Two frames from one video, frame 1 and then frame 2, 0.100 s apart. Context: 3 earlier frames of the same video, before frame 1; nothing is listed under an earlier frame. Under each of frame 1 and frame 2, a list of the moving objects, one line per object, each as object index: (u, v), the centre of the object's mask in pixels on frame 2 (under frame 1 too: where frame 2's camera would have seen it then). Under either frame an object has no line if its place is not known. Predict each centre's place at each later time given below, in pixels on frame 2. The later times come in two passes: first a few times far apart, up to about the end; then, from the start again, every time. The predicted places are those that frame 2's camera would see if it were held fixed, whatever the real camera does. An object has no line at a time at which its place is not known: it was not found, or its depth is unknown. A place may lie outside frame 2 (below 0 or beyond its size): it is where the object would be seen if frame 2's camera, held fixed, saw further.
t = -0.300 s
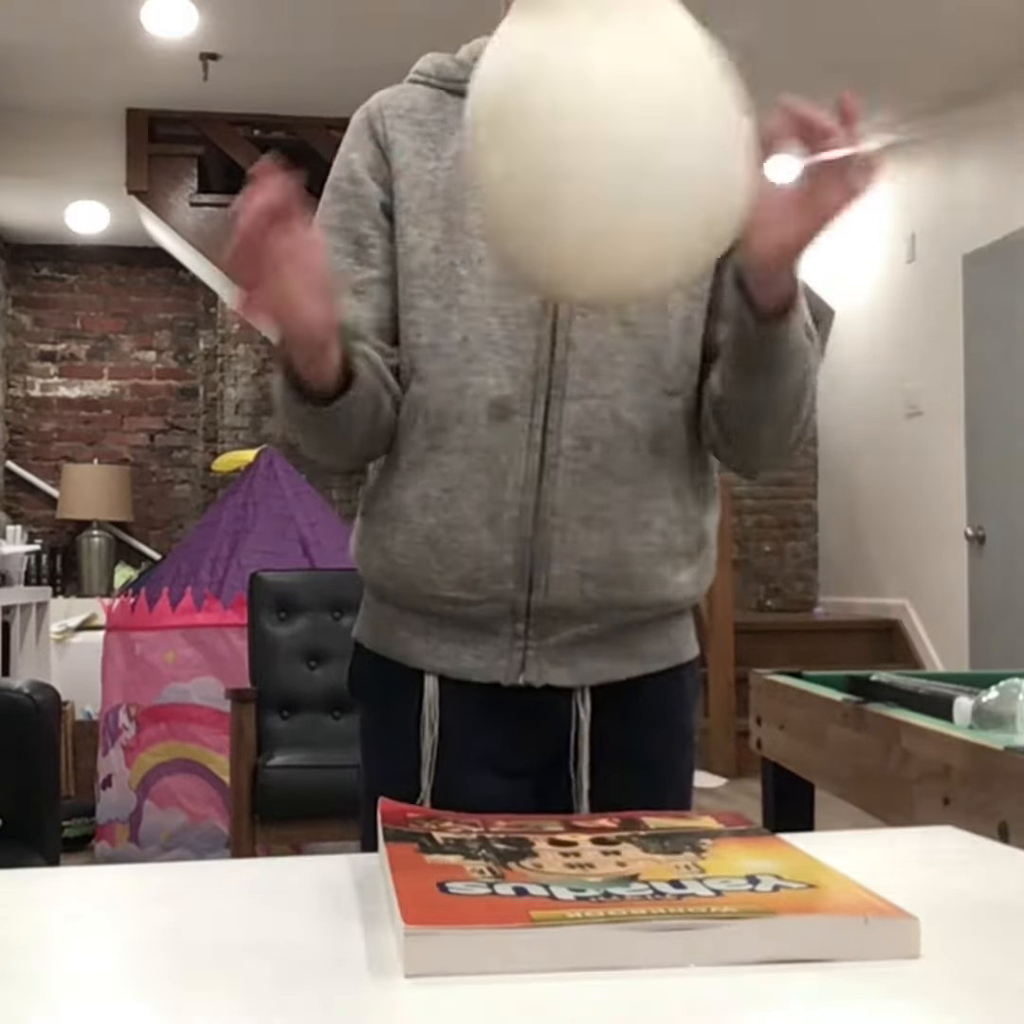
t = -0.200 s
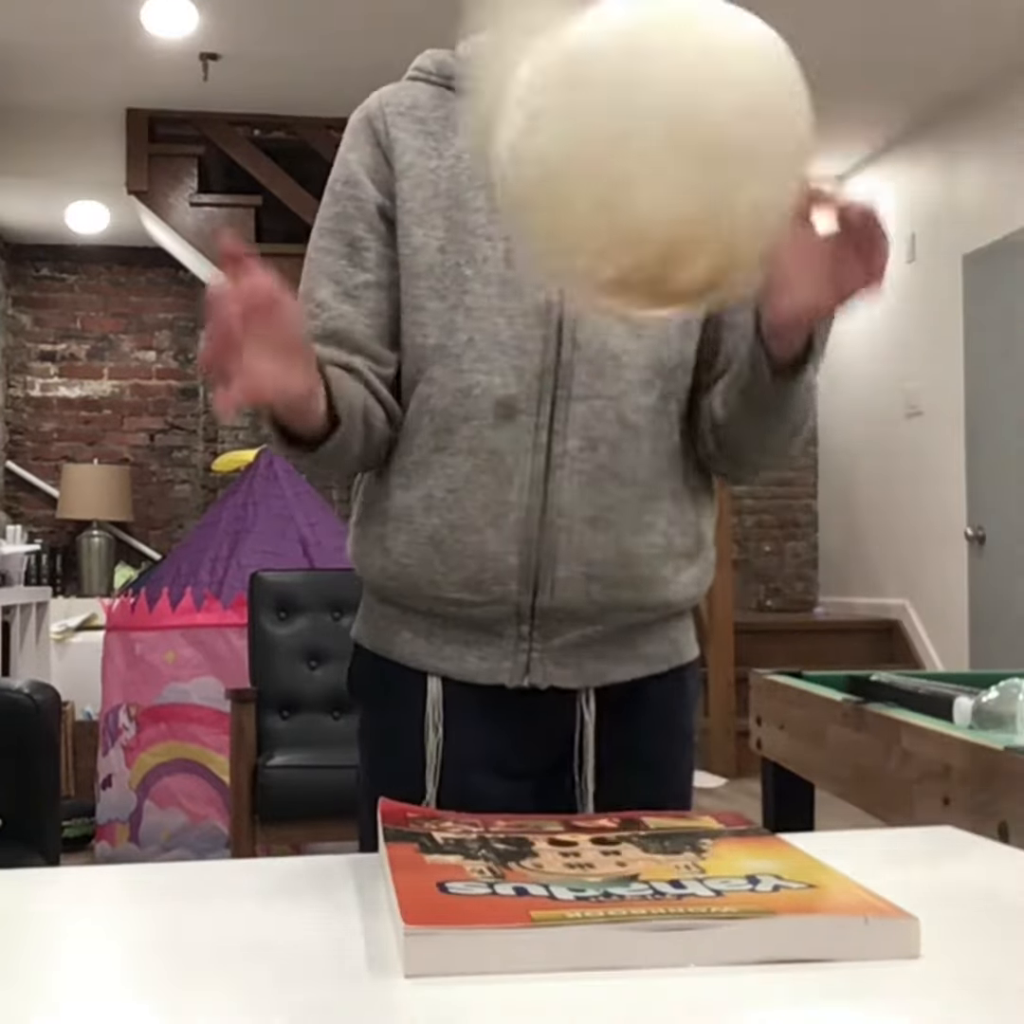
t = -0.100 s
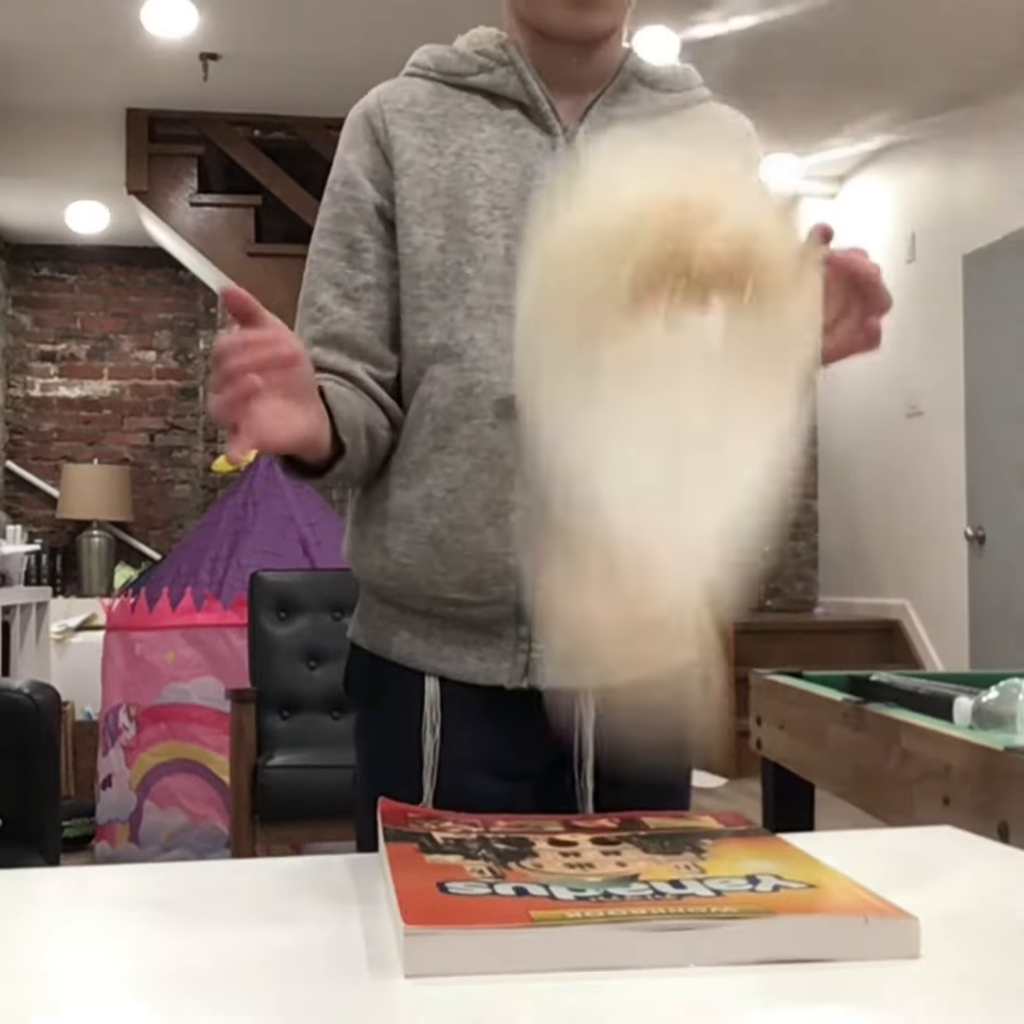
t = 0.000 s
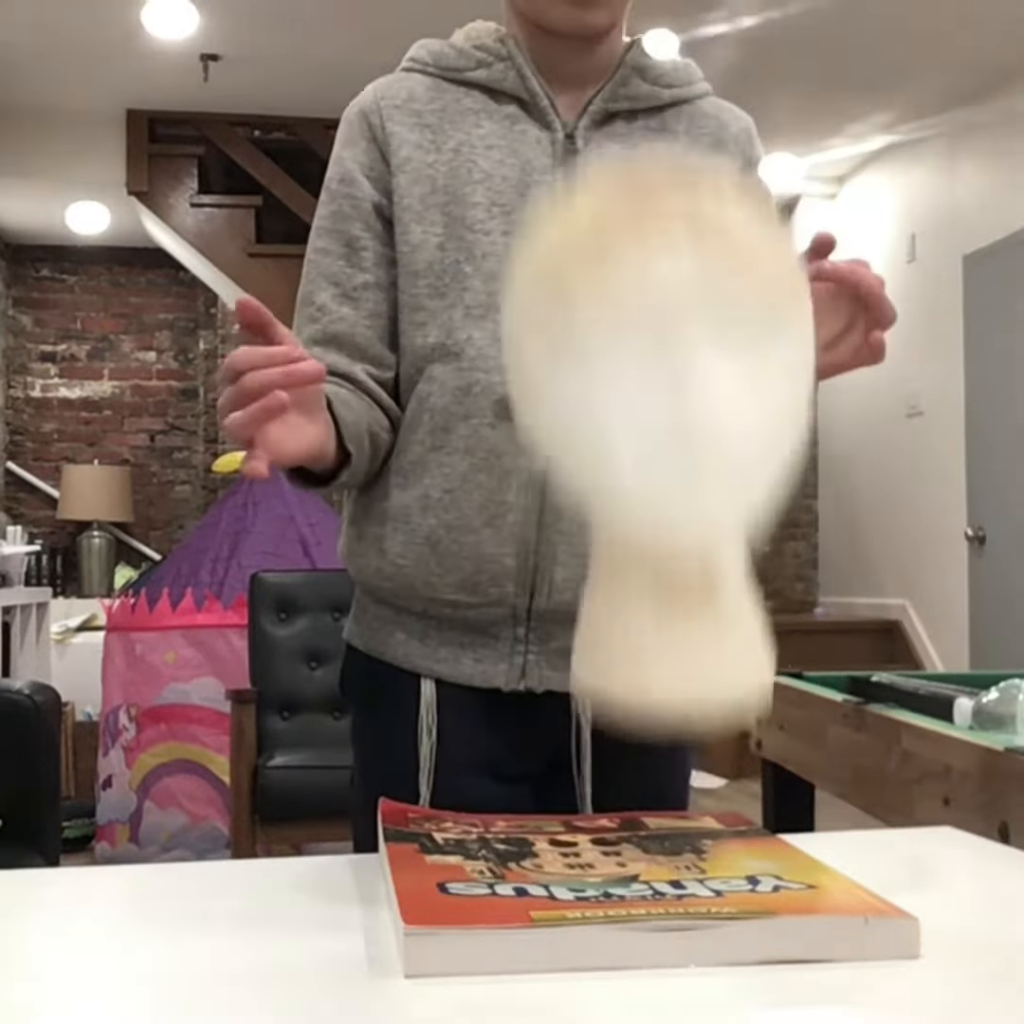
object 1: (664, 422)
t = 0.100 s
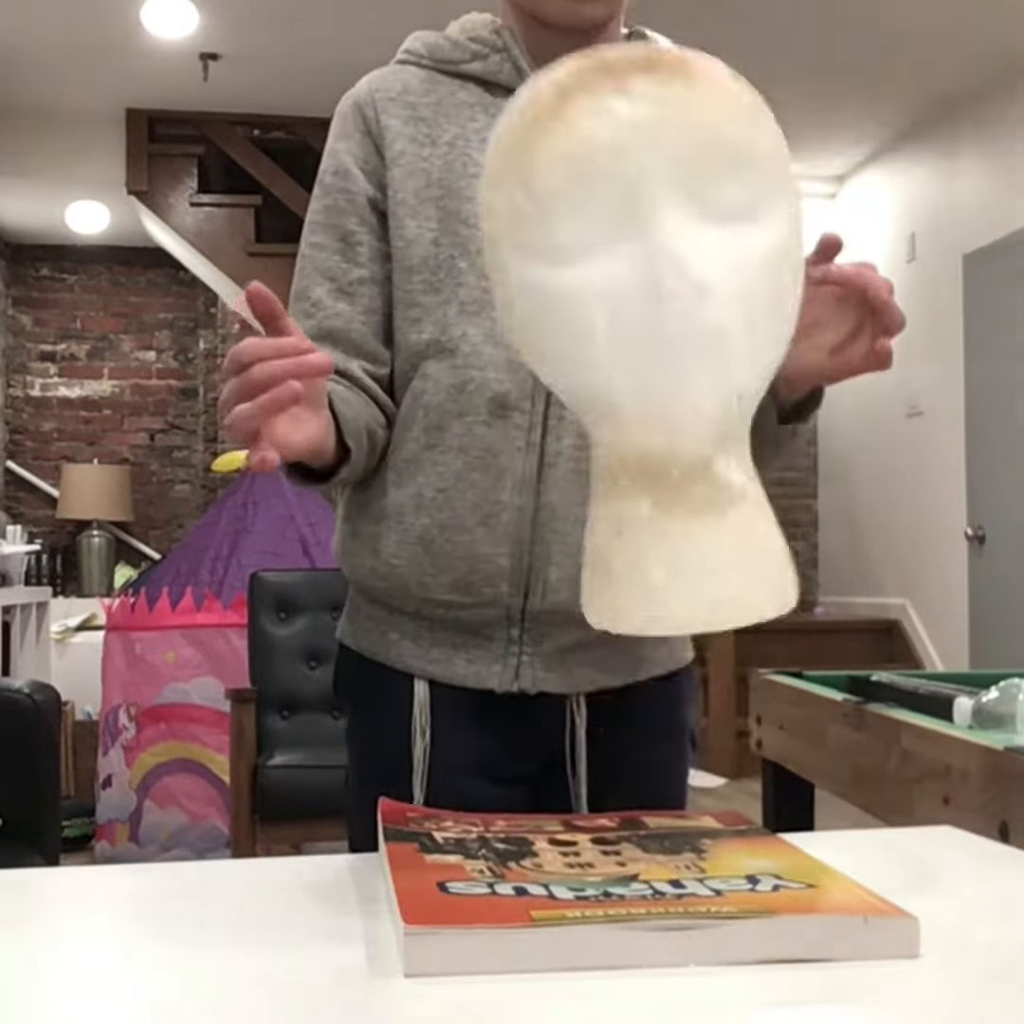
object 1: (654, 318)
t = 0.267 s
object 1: (644, 543)
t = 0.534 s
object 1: (592, 517)
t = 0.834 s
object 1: (579, 552)
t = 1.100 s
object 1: (601, 562)
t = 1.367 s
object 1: (653, 559)
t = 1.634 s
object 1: (606, 562)
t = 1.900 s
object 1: (611, 558)
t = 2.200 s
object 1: (614, 563)
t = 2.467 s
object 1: (594, 563)
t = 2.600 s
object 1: (625, 565)
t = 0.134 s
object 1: (651, 325)
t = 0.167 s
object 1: (649, 353)
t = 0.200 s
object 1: (651, 416)
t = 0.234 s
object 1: (648, 485)
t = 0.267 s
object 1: (644, 543)
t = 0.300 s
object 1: (637, 491)
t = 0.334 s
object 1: (629, 451)
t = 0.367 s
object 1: (620, 429)
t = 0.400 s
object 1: (614, 431)
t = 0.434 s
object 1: (606, 454)
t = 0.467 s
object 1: (598, 499)
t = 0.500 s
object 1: (594, 543)
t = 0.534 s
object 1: (592, 517)
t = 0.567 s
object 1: (590, 508)
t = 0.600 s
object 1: (589, 518)
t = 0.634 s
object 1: (588, 542)
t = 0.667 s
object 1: (586, 538)
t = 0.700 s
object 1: (583, 540)
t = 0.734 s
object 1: (582, 548)
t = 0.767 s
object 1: (581, 549)
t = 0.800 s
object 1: (580, 551)
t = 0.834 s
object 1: (579, 552)
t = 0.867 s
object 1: (579, 553)
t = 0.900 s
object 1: (579, 553)
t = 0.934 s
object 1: (580, 555)
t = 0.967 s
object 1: (582, 556)
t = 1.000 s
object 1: (584, 557)
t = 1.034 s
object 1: (589, 558)
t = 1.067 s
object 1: (594, 560)
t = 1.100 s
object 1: (601, 562)
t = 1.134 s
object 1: (611, 564)
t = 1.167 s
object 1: (621, 563)
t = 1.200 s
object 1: (630, 562)
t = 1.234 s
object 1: (638, 561)
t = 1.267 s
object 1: (645, 560)
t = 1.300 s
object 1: (650, 559)
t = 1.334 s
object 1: (652, 559)
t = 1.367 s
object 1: (653, 559)
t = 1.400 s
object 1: (652, 560)
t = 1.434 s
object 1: (649, 560)
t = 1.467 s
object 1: (643, 562)
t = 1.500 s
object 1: (637, 564)
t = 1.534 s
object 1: (628, 566)
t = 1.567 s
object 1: (618, 565)
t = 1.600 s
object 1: (611, 563)
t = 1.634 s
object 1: (606, 562)
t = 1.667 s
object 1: (603, 560)
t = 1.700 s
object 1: (601, 558)
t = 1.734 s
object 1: (601, 557)
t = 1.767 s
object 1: (601, 557)
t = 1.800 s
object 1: (603, 556)
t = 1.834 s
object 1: (605, 556)
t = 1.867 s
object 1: (608, 557)
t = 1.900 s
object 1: (611, 558)
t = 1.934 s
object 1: (615, 559)
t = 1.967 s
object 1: (620, 561)
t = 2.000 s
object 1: (624, 563)
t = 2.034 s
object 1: (626, 564)
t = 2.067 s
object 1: (627, 564)
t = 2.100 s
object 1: (625, 563)
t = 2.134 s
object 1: (622, 563)
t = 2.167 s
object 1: (618, 562)
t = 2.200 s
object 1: (614, 563)
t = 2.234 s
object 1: (608, 563)
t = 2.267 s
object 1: (603, 563)
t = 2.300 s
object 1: (598, 563)
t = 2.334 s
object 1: (594, 563)
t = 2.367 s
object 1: (591, 563)
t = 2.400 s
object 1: (591, 563)
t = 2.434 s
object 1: (592, 563)
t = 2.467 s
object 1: (594, 563)
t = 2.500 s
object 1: (599, 563)
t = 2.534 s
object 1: (606, 564)
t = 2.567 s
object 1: (614, 565)
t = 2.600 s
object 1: (625, 565)
